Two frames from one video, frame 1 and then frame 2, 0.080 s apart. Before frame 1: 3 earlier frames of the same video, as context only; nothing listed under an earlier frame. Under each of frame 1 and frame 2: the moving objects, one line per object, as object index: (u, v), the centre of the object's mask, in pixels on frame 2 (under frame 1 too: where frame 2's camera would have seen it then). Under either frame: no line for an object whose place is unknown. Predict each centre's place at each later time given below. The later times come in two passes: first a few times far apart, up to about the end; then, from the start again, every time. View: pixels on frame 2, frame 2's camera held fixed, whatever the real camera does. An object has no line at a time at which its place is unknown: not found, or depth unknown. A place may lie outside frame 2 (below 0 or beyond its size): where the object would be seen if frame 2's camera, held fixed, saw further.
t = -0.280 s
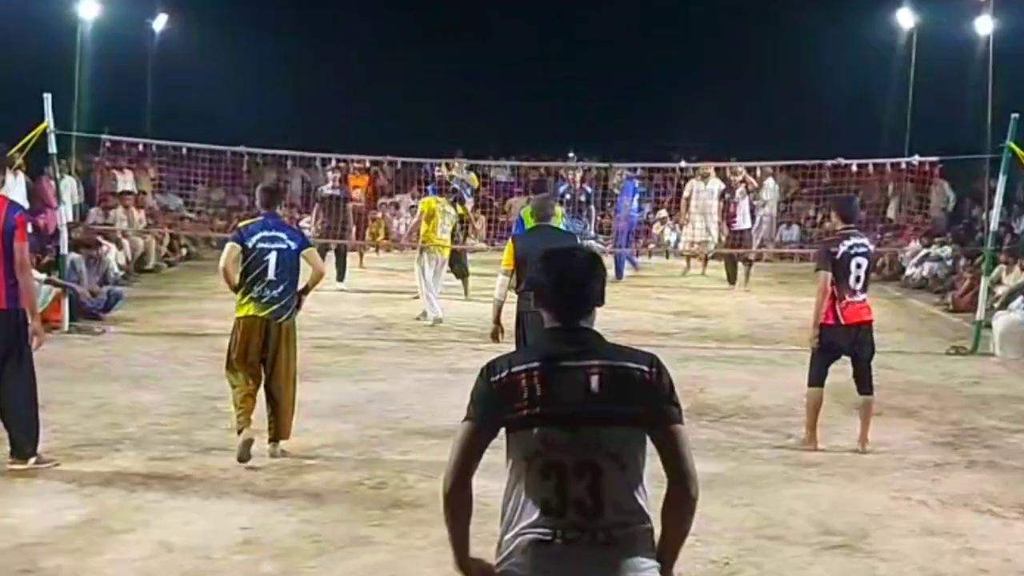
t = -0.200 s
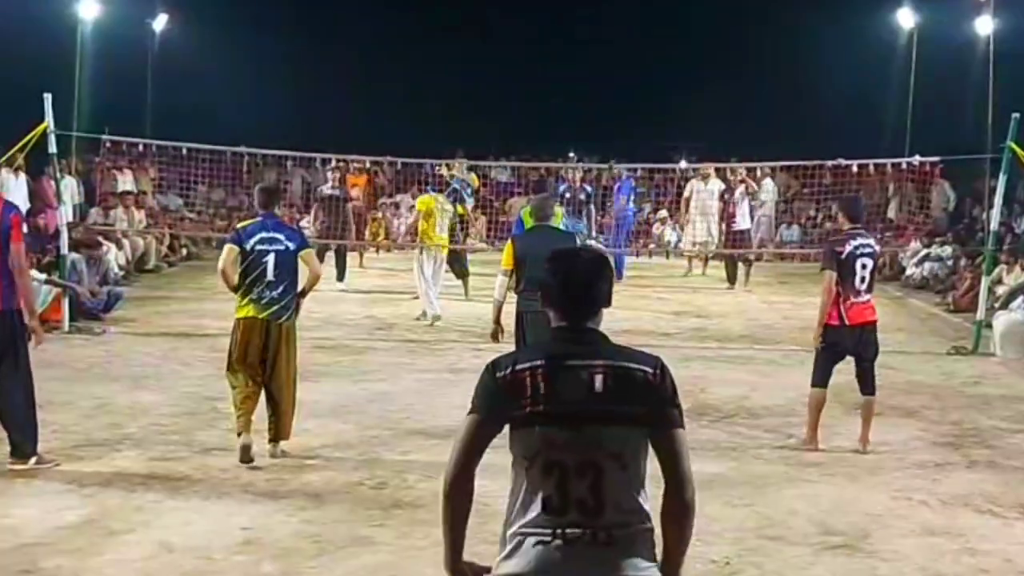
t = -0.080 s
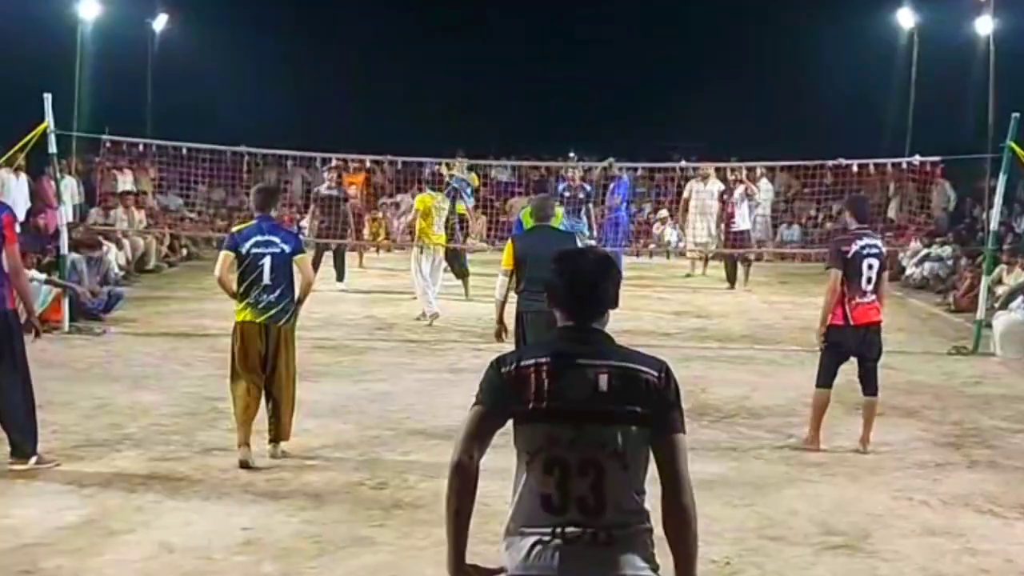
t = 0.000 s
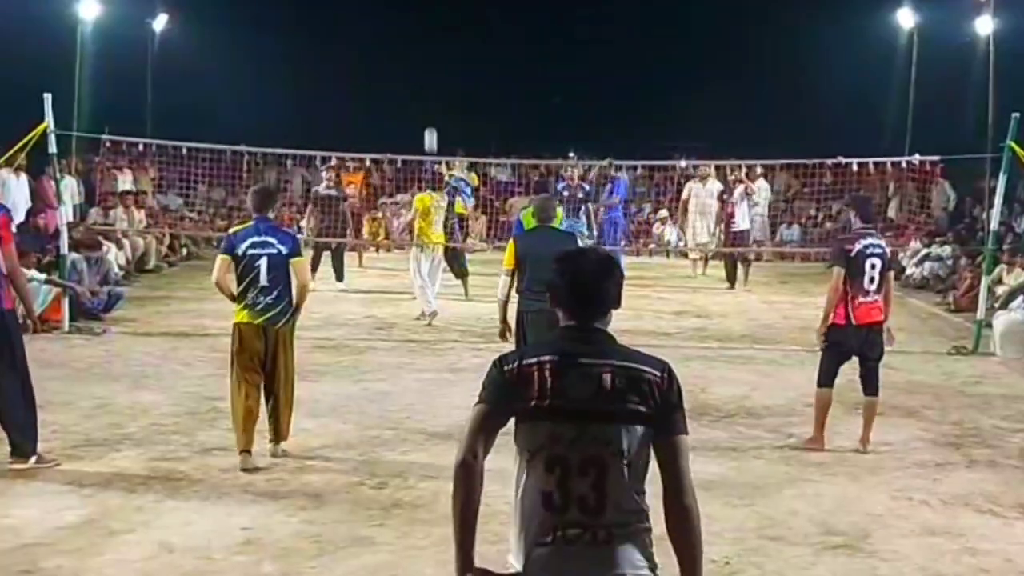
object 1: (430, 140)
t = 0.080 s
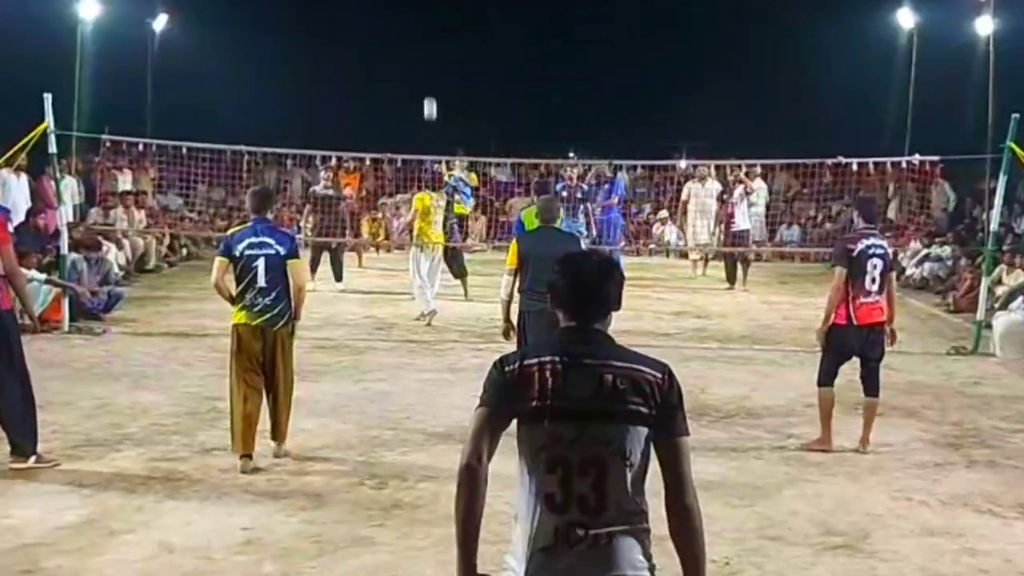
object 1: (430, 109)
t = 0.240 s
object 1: (428, 61)
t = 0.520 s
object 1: (425, 31)
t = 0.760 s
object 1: (422, 58)
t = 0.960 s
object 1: (420, 115)
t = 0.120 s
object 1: (429, 94)
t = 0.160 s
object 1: (429, 82)
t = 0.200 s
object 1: (428, 71)
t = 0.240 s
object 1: (428, 61)
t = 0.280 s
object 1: (427, 53)
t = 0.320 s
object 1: (427, 46)
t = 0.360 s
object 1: (427, 40)
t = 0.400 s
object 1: (426, 36)
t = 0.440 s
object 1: (426, 33)
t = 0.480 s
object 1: (426, 31)
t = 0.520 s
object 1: (425, 31)
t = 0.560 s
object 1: (425, 33)
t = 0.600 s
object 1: (425, 35)
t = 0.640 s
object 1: (424, 39)
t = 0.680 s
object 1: (423, 44)
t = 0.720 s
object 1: (422, 51)
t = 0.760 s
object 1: (422, 58)
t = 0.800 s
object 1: (421, 67)
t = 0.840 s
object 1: (421, 77)
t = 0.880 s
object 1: (420, 89)
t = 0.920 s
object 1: (420, 101)
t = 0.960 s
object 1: (420, 115)
